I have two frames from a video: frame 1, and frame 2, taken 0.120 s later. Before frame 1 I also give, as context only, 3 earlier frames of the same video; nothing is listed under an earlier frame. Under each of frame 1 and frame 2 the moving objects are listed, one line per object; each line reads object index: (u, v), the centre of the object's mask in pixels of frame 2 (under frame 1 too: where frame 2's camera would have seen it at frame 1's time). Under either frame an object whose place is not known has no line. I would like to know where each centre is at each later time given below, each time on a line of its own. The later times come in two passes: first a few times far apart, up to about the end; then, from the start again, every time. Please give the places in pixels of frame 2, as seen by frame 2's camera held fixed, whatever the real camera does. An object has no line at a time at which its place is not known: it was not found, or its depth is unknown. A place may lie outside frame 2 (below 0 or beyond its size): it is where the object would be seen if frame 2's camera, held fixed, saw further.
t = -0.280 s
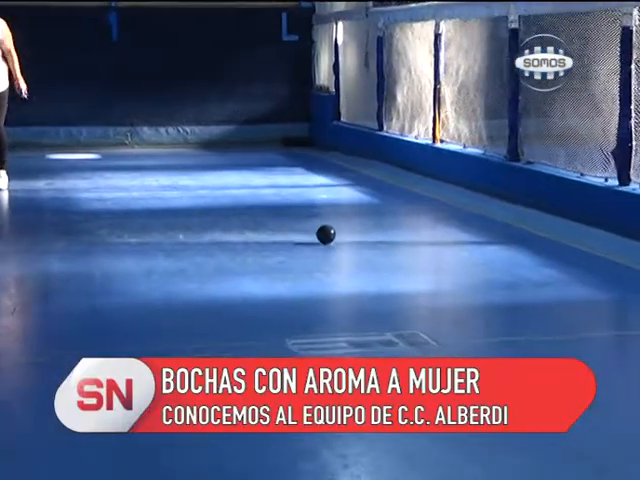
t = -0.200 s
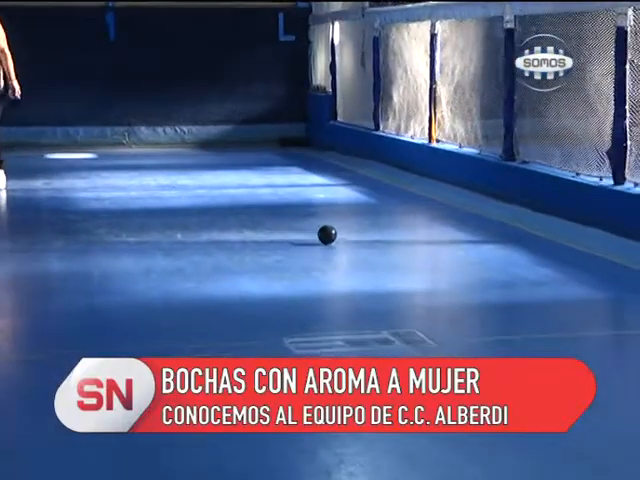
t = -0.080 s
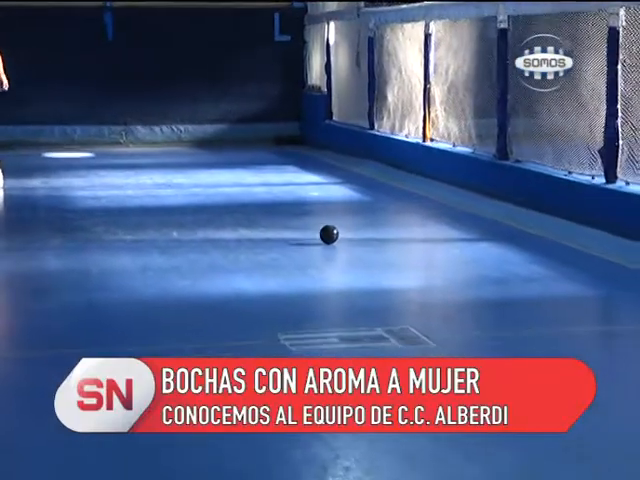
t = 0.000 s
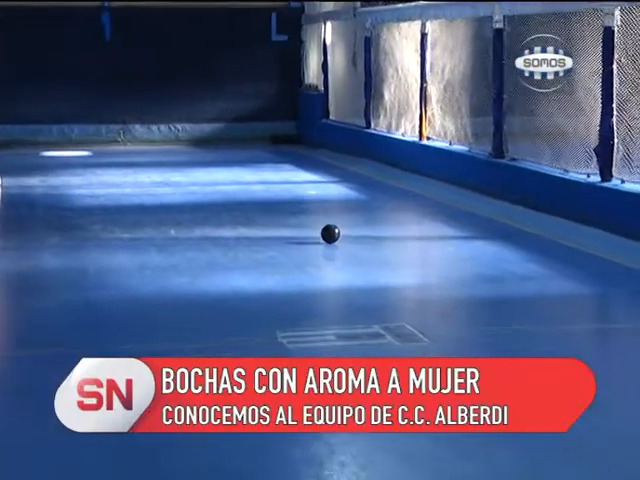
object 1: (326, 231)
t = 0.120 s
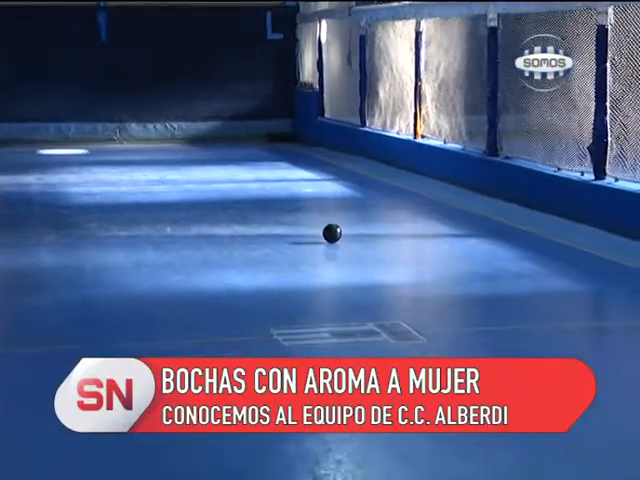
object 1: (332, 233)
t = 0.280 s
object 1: (341, 236)
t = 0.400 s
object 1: (348, 237)
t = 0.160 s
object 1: (334, 233)
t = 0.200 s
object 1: (337, 234)
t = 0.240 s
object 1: (339, 235)
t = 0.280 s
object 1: (341, 236)
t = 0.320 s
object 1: (343, 236)
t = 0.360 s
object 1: (345, 237)
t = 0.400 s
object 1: (348, 237)
